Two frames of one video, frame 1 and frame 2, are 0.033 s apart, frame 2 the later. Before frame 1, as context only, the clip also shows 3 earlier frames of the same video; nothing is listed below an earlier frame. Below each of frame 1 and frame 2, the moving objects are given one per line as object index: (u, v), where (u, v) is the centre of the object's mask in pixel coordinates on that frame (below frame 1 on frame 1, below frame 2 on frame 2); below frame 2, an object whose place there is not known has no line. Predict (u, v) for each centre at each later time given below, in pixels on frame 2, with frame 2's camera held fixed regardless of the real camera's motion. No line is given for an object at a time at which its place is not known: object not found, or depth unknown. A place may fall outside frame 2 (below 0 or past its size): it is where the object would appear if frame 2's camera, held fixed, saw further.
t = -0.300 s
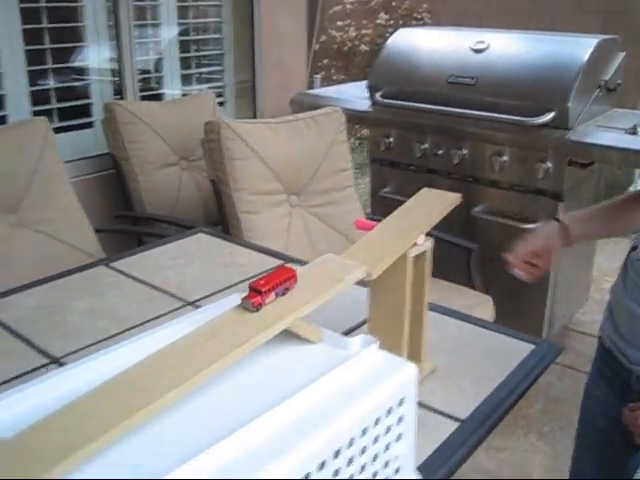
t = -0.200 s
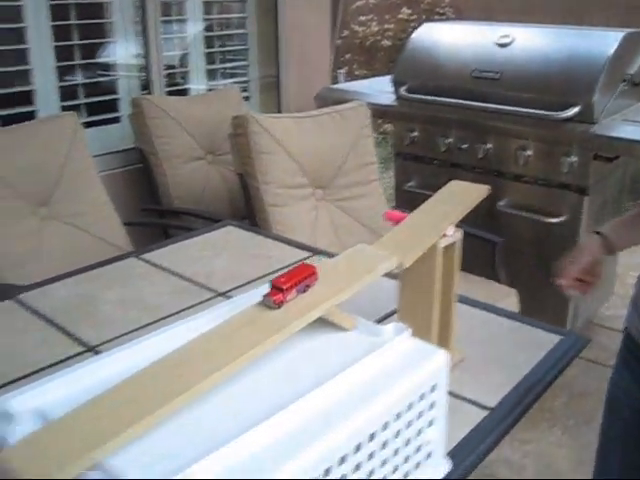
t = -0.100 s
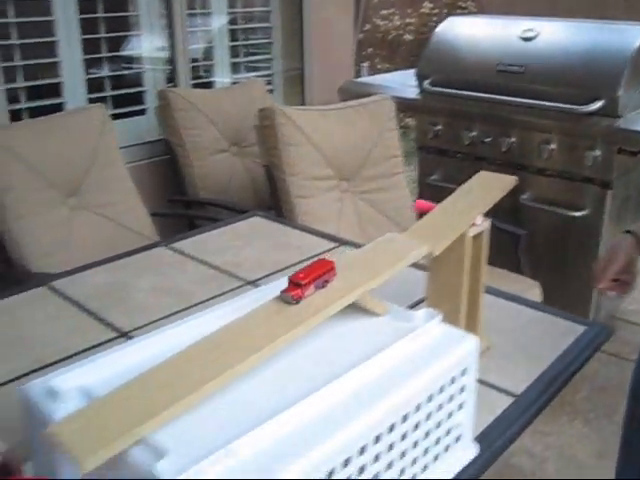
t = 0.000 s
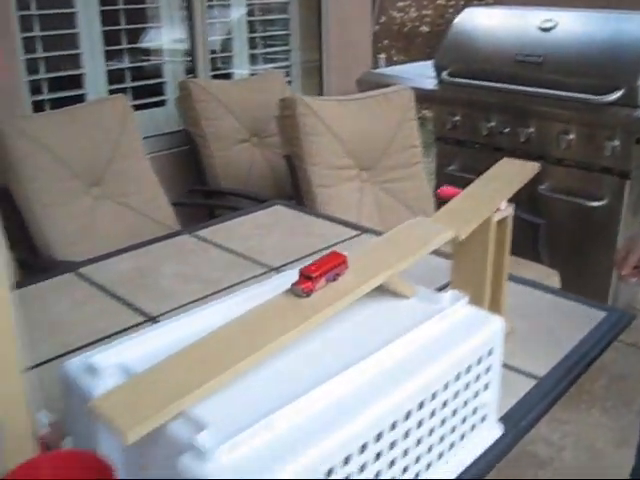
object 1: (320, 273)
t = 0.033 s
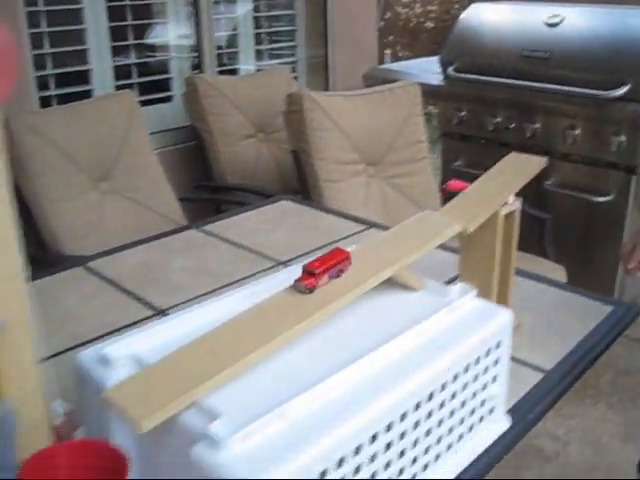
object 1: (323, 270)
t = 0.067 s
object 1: (316, 274)
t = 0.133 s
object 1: (302, 282)
